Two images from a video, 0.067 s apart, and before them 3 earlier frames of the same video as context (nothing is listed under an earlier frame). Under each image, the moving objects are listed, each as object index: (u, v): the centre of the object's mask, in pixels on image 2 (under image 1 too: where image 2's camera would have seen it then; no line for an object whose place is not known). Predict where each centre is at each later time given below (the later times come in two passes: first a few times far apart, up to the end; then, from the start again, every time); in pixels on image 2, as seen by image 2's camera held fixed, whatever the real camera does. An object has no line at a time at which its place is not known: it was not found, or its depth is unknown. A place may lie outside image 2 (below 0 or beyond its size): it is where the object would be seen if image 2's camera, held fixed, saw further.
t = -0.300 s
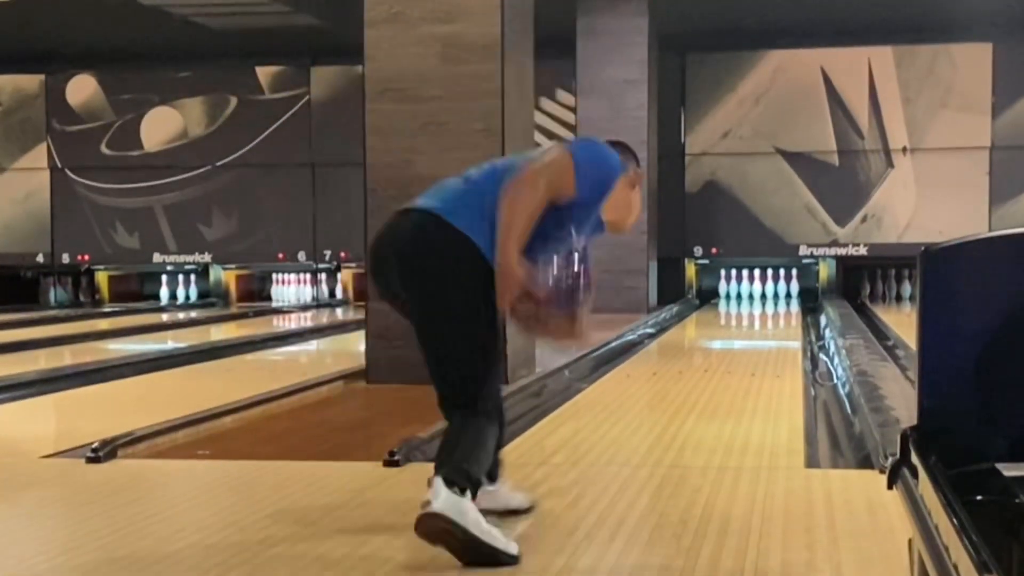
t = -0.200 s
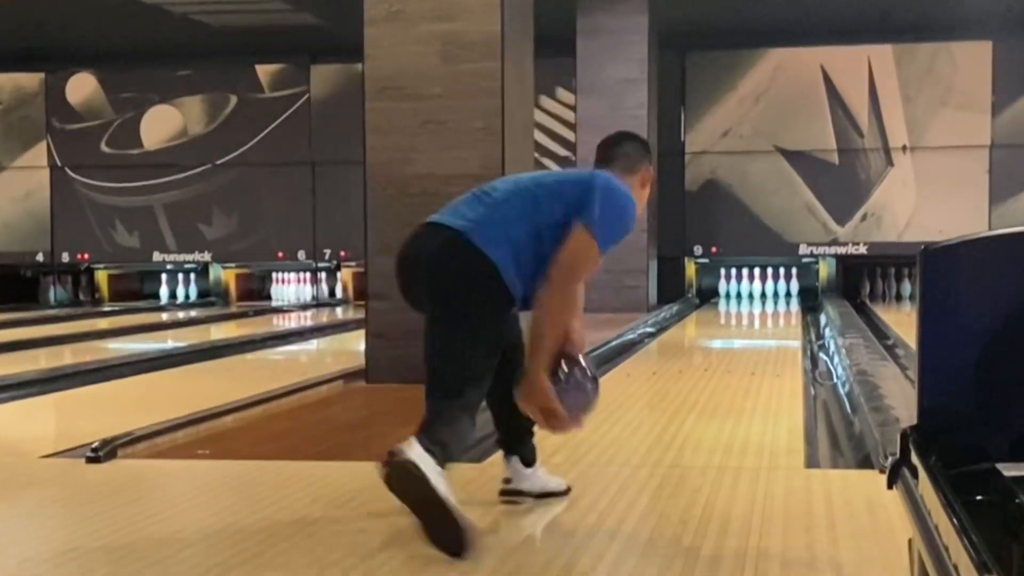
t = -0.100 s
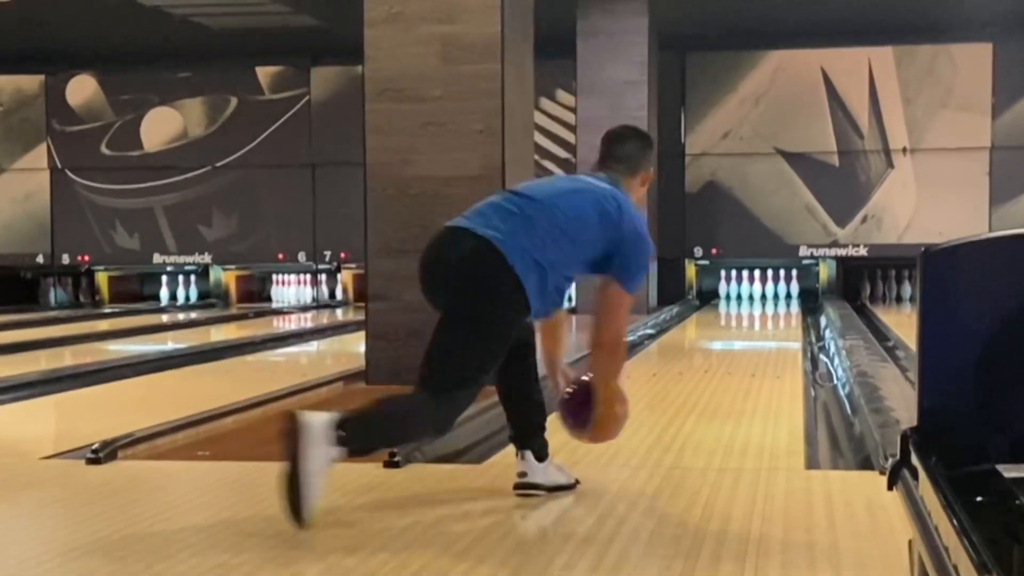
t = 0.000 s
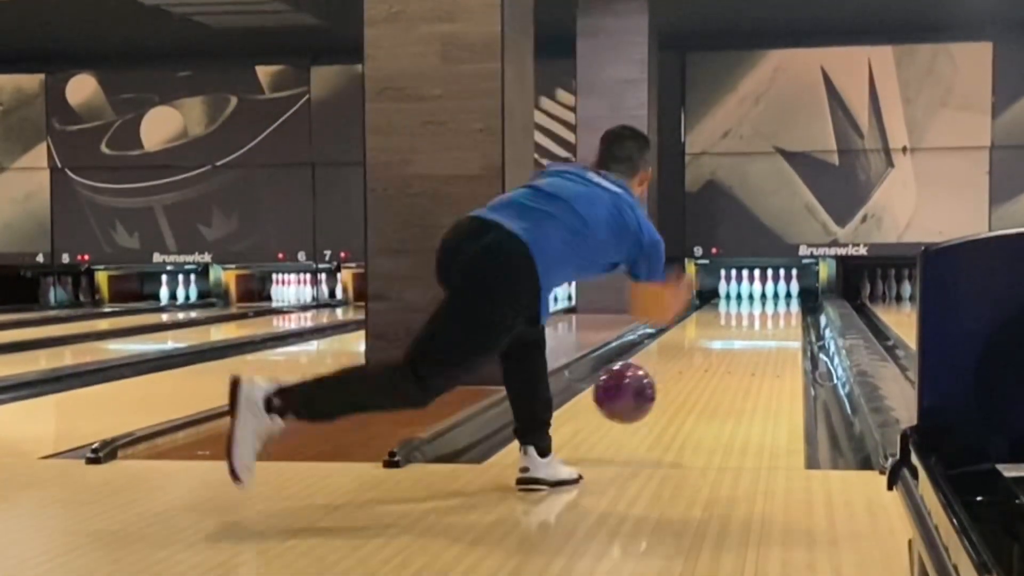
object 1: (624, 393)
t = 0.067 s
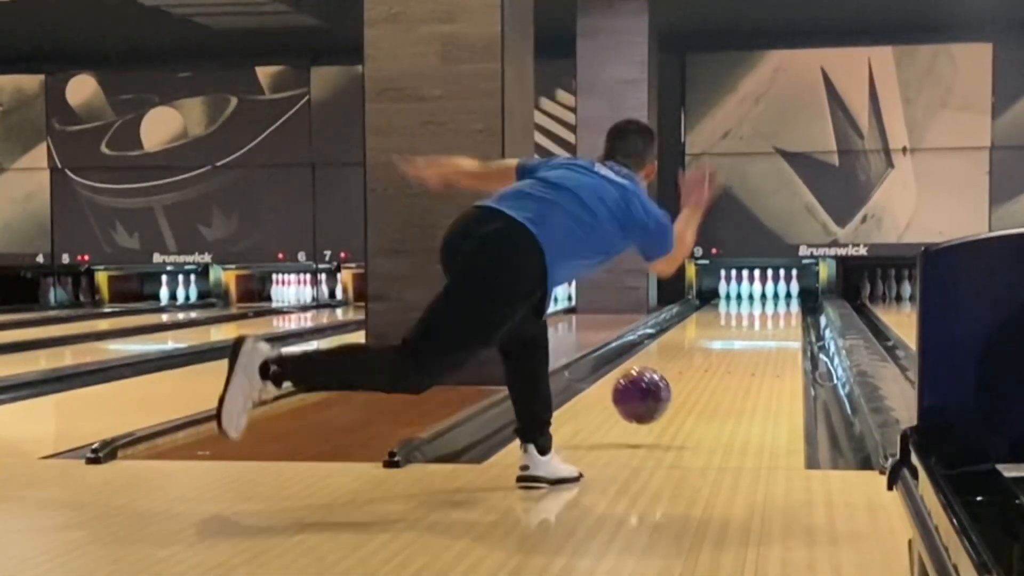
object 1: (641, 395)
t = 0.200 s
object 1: (669, 391)
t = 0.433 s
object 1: (703, 368)
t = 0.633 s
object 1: (725, 352)
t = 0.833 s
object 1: (741, 340)
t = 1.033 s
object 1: (753, 329)
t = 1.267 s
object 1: (764, 320)
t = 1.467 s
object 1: (771, 313)
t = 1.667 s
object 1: (776, 308)
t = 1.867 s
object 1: (778, 304)
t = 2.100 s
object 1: (776, 299)
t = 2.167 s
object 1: (775, 299)
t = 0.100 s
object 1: (649, 401)
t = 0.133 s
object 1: (656, 403)
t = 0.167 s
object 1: (663, 397)
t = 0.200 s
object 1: (669, 391)
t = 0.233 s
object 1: (674, 385)
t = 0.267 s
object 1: (680, 384)
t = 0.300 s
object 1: (685, 379)
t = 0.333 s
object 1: (690, 373)
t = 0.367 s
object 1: (696, 374)
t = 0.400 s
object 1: (700, 369)
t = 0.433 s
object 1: (703, 368)
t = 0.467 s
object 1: (708, 365)
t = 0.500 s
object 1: (712, 362)
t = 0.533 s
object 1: (716, 359)
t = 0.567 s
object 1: (719, 357)
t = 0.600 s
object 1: (722, 355)
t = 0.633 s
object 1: (725, 352)
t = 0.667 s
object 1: (728, 349)
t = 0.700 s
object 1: (731, 348)
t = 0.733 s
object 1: (734, 345)
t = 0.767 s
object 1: (736, 343)
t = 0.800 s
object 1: (738, 342)
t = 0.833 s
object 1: (741, 340)
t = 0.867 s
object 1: (743, 338)
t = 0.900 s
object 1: (745, 337)
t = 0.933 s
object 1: (747, 334)
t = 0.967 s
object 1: (749, 333)
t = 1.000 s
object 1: (751, 331)
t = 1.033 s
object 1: (753, 329)
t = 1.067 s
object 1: (755, 327)
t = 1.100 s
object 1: (757, 326)
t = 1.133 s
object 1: (758, 325)
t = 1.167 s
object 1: (760, 324)
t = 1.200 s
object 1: (762, 322)
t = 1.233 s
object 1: (763, 322)
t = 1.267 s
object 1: (764, 320)
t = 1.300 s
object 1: (765, 319)
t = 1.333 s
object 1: (766, 318)
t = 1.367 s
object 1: (768, 317)
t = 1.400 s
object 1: (769, 316)
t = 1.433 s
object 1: (770, 314)
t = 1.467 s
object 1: (771, 313)
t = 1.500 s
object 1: (773, 312)
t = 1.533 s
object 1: (773, 311)
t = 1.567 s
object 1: (774, 311)
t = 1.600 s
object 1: (775, 310)
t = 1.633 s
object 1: (776, 308)
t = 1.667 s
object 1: (776, 308)
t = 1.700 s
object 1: (777, 307)
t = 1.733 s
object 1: (777, 307)
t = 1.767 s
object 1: (777, 306)
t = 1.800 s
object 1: (778, 305)
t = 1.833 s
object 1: (778, 304)
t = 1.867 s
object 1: (778, 304)
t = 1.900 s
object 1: (779, 303)
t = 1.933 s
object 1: (778, 303)
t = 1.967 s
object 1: (778, 302)
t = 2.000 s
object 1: (778, 302)
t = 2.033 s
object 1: (778, 301)
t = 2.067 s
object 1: (777, 300)
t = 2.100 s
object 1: (776, 299)
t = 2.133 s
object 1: (776, 299)
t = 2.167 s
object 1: (775, 299)
